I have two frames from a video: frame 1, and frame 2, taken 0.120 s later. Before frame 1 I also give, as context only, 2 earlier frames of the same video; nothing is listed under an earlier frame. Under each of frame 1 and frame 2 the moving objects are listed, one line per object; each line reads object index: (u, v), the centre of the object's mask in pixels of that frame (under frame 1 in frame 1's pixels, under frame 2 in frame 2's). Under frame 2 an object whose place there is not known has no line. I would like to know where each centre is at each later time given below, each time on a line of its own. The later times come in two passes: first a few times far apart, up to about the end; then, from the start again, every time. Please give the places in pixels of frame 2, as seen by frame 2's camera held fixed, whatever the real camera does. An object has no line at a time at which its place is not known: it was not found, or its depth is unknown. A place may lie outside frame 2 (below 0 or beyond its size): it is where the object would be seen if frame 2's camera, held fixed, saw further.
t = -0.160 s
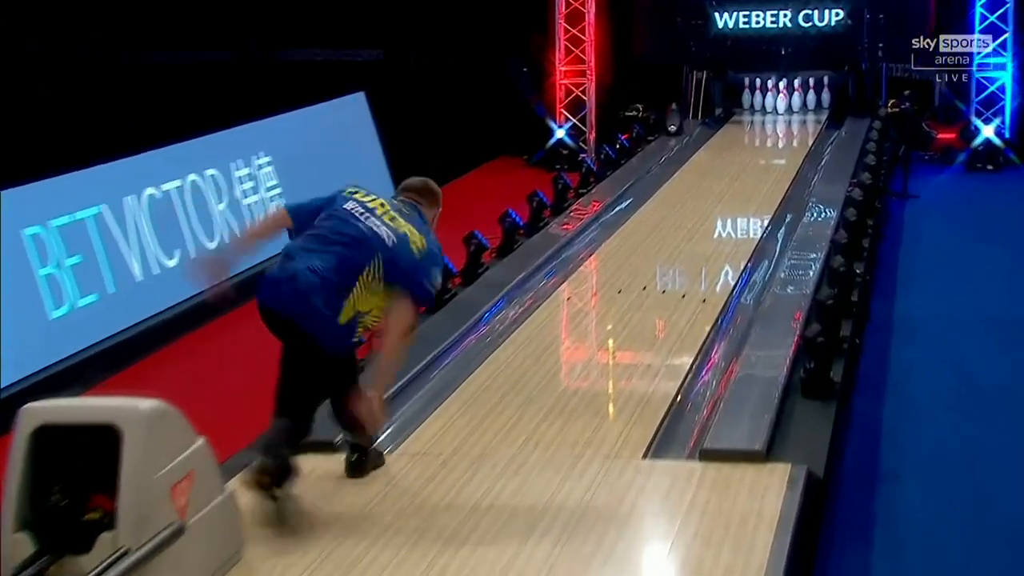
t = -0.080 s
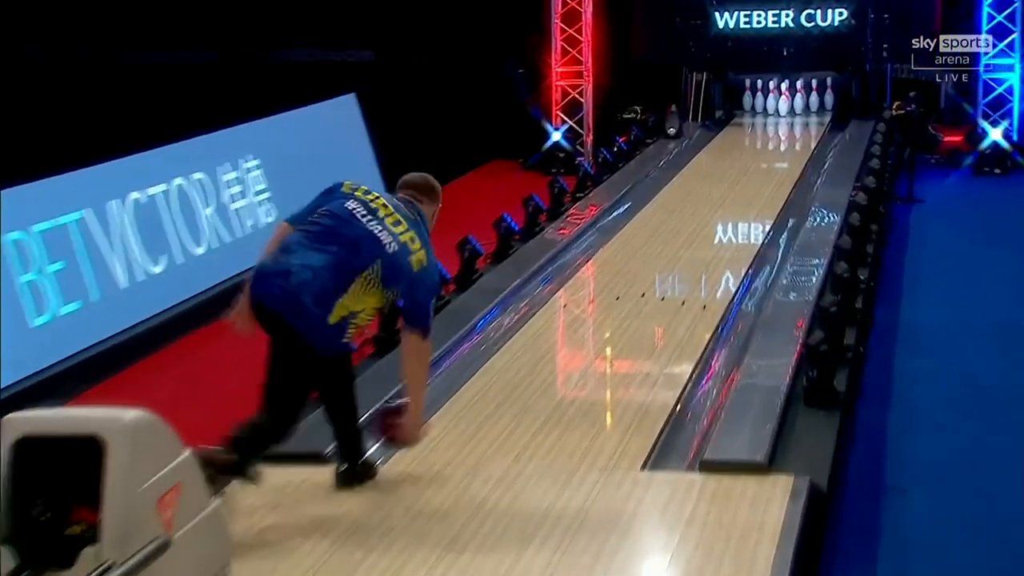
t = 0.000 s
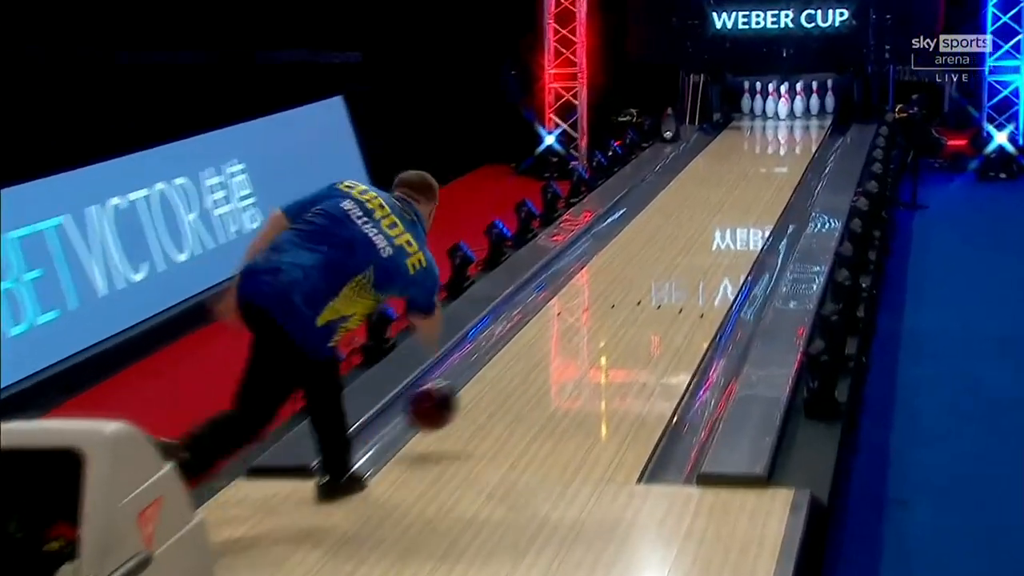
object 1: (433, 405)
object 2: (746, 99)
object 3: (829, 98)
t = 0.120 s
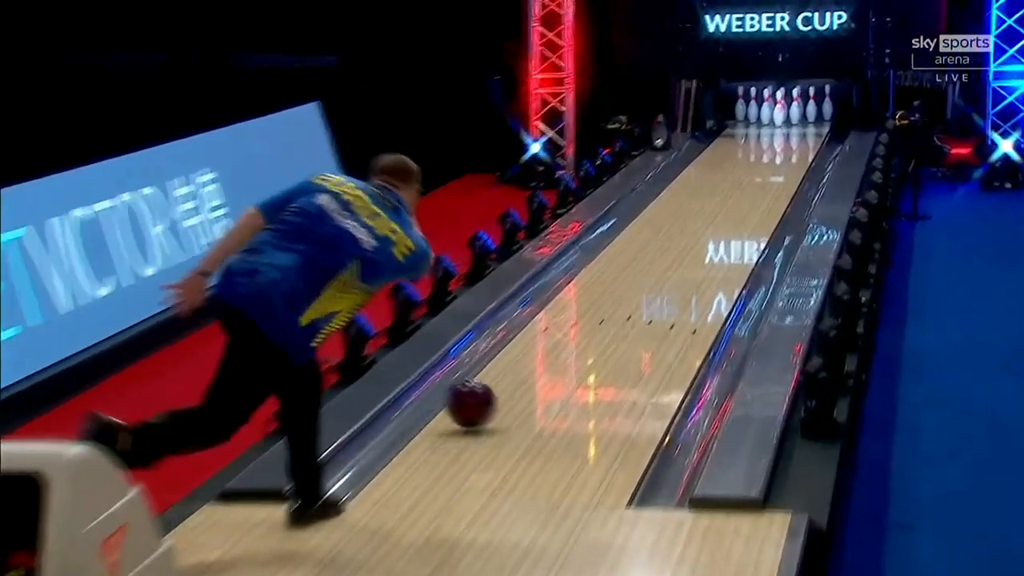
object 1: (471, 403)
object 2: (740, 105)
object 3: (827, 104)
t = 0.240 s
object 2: (739, 105)
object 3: (828, 104)
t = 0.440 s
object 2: (737, 106)
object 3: (832, 105)
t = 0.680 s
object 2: (733, 106)
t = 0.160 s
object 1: (490, 390)
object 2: (740, 106)
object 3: (828, 104)
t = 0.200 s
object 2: (739, 106)
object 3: (828, 104)
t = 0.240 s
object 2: (739, 105)
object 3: (828, 104)
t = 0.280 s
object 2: (738, 106)
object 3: (829, 104)
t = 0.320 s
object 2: (738, 105)
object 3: (829, 104)
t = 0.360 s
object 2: (737, 105)
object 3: (830, 104)
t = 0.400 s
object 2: (737, 105)
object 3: (831, 105)
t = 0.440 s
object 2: (737, 106)
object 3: (832, 105)
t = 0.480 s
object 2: (737, 106)
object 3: (833, 104)
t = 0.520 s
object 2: (736, 105)
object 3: (834, 105)
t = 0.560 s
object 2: (736, 106)
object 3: (835, 104)
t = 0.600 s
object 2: (735, 105)
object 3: (835, 104)
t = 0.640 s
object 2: (734, 106)
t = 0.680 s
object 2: (733, 106)
